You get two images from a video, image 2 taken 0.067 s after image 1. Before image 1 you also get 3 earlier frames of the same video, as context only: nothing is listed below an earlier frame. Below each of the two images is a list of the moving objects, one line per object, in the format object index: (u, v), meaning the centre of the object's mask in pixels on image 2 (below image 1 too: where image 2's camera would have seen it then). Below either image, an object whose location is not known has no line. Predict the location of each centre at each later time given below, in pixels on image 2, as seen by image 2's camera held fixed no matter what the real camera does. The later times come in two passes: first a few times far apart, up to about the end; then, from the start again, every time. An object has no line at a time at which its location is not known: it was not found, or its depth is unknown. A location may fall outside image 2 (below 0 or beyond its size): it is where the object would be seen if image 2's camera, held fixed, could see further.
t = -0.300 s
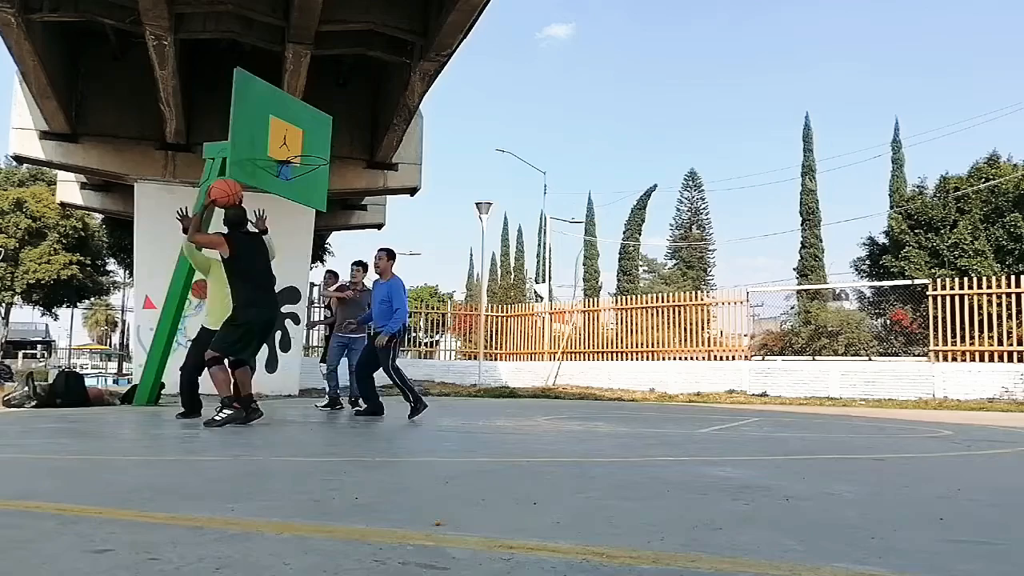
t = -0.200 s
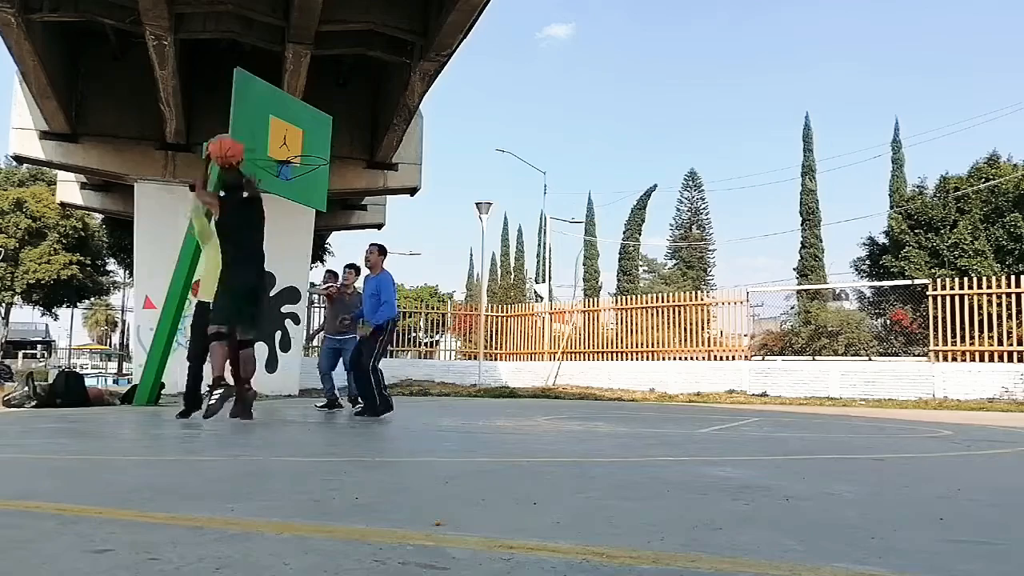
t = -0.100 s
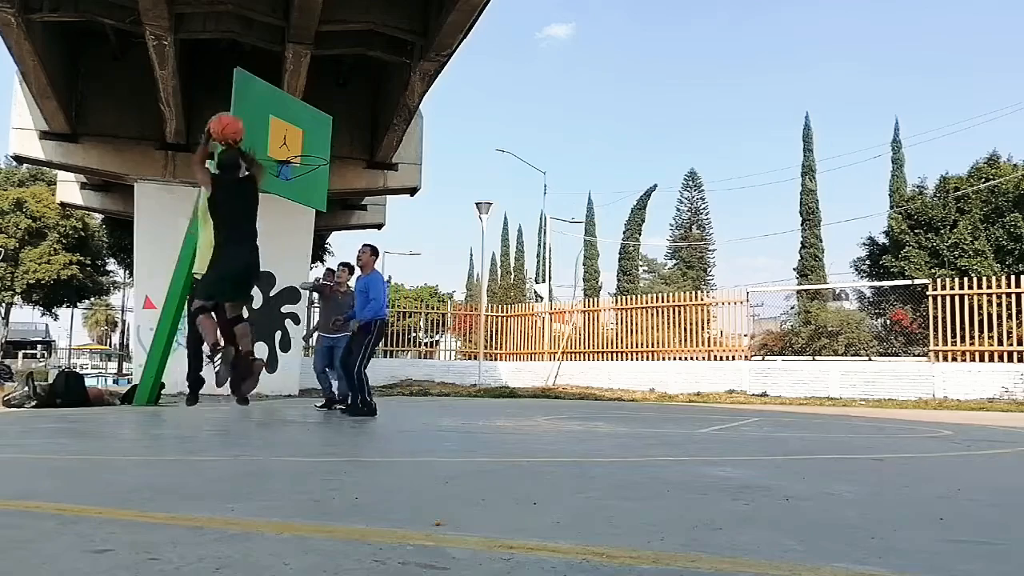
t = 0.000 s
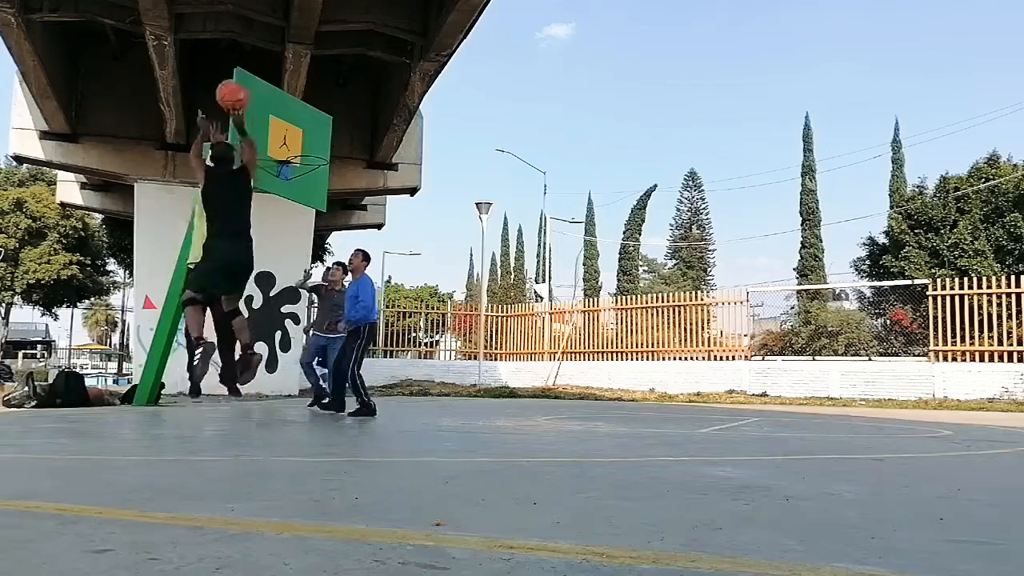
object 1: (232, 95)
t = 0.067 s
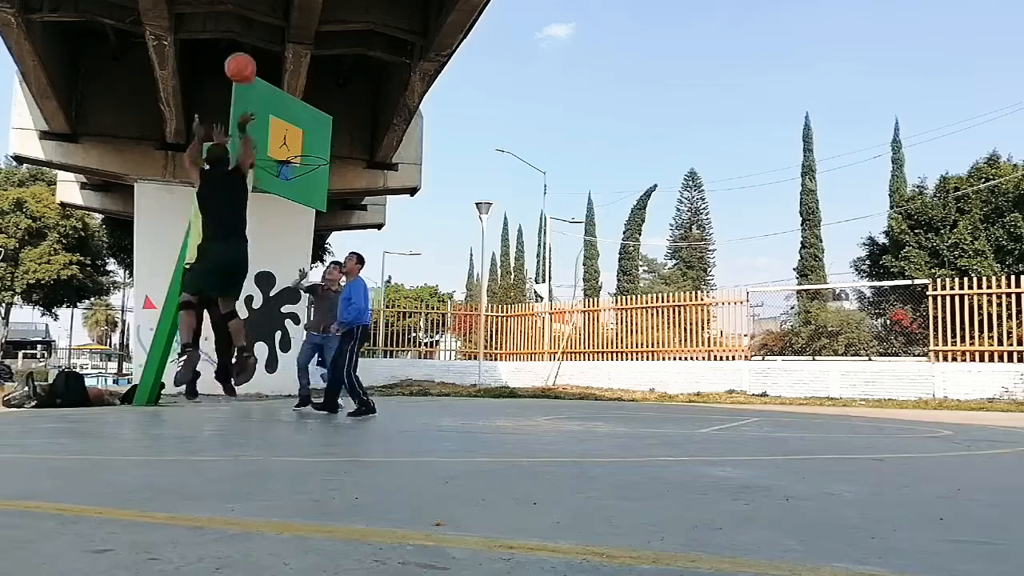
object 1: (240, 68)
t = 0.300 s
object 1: (263, 23)
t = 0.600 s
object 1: (283, 57)
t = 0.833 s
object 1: (291, 132)
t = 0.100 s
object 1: (244, 57)
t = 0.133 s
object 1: (248, 47)
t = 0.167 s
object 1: (251, 40)
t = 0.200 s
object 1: (254, 34)
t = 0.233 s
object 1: (257, 29)
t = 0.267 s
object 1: (260, 26)
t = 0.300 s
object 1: (263, 23)
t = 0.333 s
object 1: (265, 22)
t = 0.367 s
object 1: (270, 23)
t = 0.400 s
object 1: (272, 25)
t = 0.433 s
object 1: (274, 28)
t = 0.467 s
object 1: (276, 32)
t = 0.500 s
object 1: (278, 38)
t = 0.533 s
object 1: (280, 43)
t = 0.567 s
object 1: (282, 51)
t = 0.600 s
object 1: (283, 57)
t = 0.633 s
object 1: (284, 65)
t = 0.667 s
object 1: (285, 74)
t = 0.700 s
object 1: (287, 85)
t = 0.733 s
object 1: (290, 97)
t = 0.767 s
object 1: (291, 107)
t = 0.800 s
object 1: (291, 119)
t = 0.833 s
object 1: (291, 132)
